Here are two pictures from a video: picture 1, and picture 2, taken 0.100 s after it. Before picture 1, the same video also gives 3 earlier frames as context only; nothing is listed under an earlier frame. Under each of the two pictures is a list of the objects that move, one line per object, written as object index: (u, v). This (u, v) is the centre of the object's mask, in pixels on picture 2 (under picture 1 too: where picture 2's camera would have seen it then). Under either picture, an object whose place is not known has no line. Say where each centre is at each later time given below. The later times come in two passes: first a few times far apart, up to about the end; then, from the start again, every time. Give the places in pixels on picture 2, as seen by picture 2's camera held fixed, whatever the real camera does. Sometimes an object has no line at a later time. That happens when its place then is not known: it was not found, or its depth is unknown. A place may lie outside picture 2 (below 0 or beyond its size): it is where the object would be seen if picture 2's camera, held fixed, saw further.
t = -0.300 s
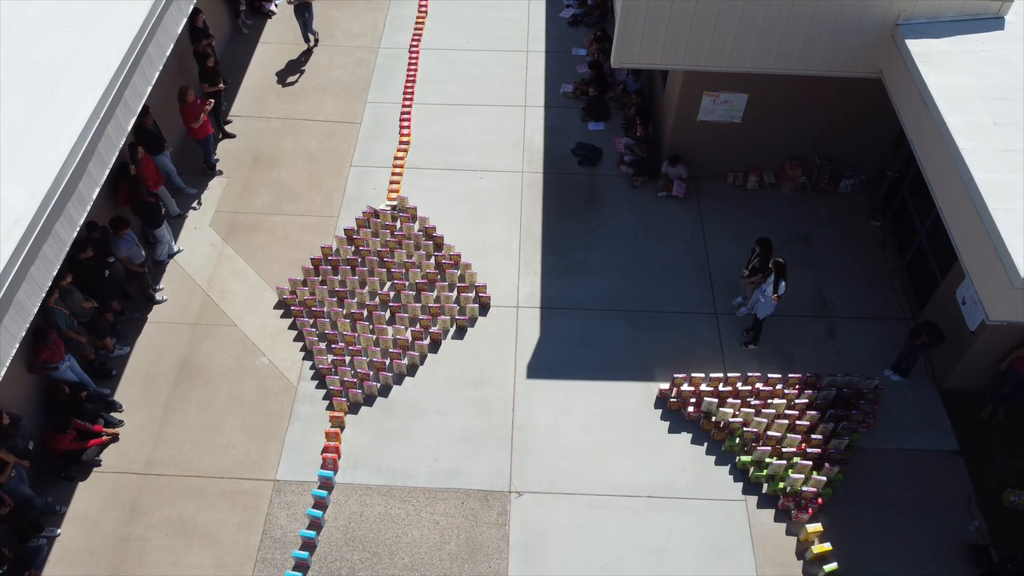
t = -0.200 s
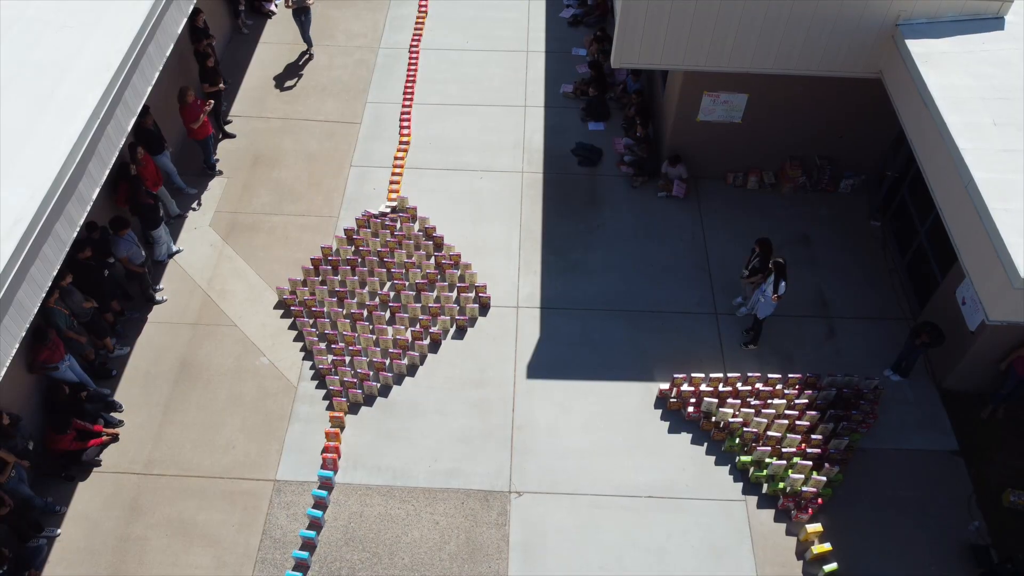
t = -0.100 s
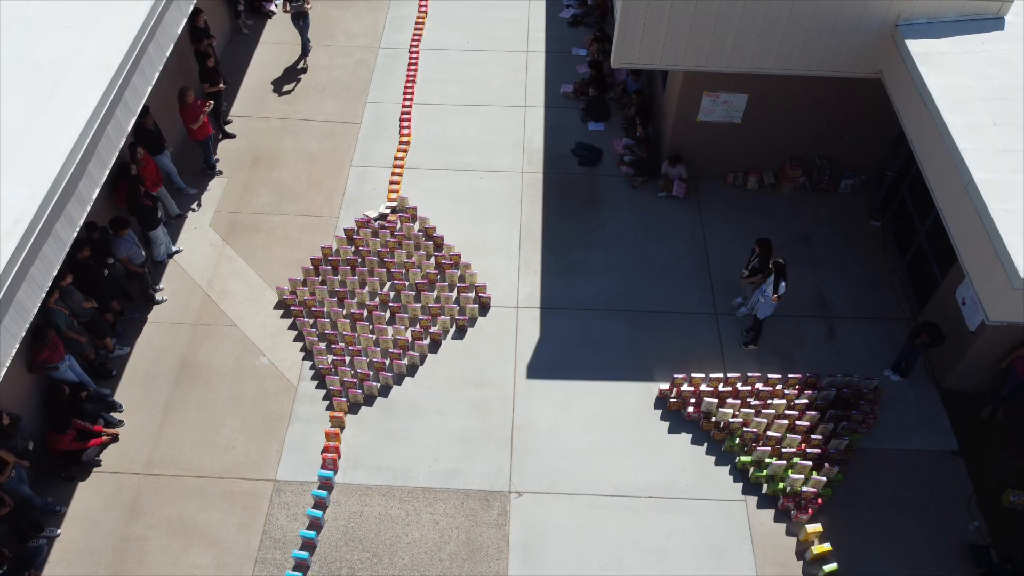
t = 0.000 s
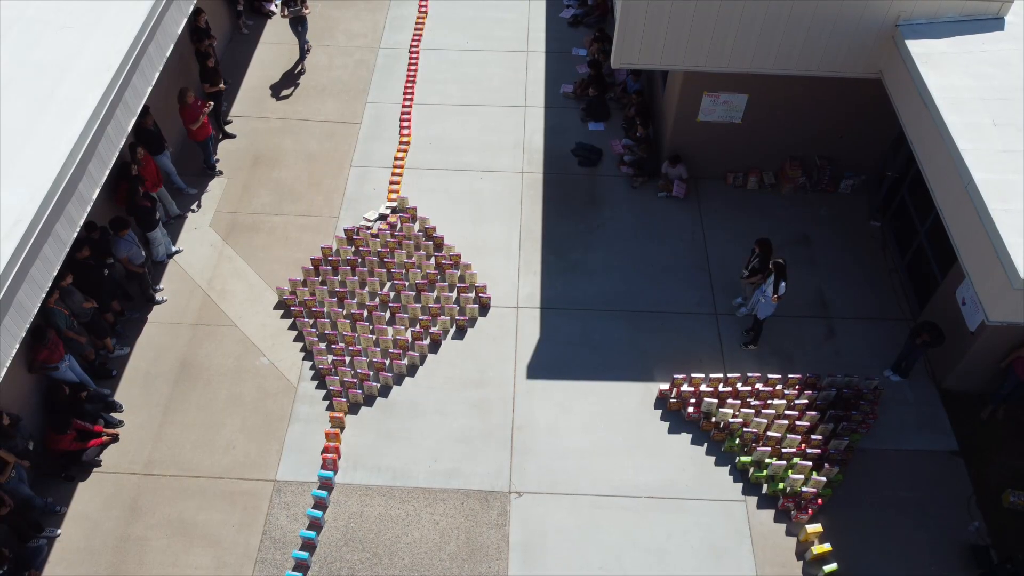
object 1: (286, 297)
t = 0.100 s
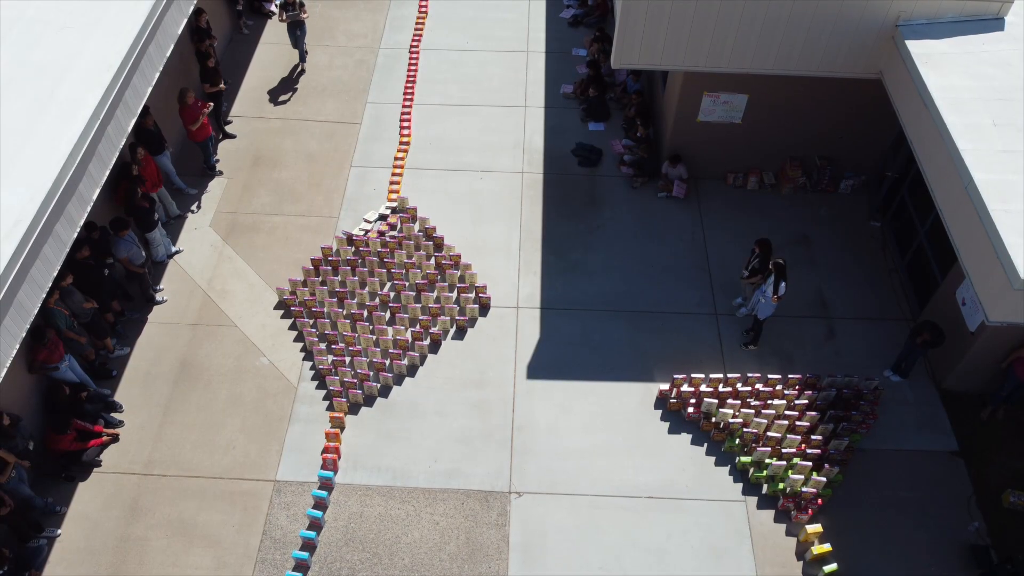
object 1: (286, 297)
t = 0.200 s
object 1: (286, 298)
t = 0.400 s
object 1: (286, 298)
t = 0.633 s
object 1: (286, 298)
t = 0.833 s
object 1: (286, 298)
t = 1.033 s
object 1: (286, 298)
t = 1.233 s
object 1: (281, 297)
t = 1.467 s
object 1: (277, 306)
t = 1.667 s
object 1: (277, 306)
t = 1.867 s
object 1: (277, 306)
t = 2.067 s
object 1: (277, 306)
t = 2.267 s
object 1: (277, 306)
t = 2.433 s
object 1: (277, 306)
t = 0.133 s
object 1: (286, 298)
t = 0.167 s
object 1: (286, 298)
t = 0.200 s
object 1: (286, 298)
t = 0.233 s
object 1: (286, 298)
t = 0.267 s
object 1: (286, 298)
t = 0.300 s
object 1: (286, 298)
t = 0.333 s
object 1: (286, 298)
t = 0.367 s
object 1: (286, 298)
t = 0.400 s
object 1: (286, 298)
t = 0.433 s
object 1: (286, 298)
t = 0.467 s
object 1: (286, 298)
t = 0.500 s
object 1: (286, 298)
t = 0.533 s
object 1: (286, 298)
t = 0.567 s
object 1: (286, 298)
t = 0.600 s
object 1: (286, 298)
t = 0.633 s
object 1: (286, 298)
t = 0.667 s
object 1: (286, 298)
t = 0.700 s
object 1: (286, 298)
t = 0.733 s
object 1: (286, 298)
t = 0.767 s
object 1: (286, 298)
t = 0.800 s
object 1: (286, 297)
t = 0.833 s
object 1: (286, 298)
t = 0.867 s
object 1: (286, 298)
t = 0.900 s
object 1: (286, 298)
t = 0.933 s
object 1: (286, 298)
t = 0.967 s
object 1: (286, 298)
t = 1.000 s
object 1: (286, 298)
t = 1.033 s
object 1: (286, 298)
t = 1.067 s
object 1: (286, 298)
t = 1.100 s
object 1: (286, 298)
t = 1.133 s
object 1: (286, 299)
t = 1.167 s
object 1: (285, 300)
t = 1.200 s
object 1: (284, 302)
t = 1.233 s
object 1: (281, 297)
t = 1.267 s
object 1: (279, 299)
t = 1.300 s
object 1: (279, 301)
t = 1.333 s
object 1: (278, 303)
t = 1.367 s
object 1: (278, 305)
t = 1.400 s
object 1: (277, 306)
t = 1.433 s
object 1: (277, 306)
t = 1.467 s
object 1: (277, 306)
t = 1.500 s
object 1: (277, 306)
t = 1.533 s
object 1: (277, 306)
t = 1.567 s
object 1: (277, 306)
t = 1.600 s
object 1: (277, 306)
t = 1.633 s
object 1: (277, 306)
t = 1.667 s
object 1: (277, 306)
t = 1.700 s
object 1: (277, 306)
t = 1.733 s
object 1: (277, 306)
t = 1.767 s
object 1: (277, 306)
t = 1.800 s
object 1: (277, 306)
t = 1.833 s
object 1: (277, 306)
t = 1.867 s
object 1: (277, 306)
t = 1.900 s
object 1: (277, 306)
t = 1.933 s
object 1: (277, 306)
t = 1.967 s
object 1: (277, 306)
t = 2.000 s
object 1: (277, 306)
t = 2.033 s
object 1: (277, 306)
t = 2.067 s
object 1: (277, 306)
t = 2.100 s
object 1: (277, 306)
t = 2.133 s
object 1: (277, 306)
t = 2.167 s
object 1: (277, 306)
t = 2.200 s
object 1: (277, 306)
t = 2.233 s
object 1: (277, 306)
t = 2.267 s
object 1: (277, 306)
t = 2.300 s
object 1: (277, 307)
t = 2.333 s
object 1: (277, 306)
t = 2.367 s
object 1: (277, 306)
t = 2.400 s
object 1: (277, 306)
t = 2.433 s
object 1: (277, 306)
